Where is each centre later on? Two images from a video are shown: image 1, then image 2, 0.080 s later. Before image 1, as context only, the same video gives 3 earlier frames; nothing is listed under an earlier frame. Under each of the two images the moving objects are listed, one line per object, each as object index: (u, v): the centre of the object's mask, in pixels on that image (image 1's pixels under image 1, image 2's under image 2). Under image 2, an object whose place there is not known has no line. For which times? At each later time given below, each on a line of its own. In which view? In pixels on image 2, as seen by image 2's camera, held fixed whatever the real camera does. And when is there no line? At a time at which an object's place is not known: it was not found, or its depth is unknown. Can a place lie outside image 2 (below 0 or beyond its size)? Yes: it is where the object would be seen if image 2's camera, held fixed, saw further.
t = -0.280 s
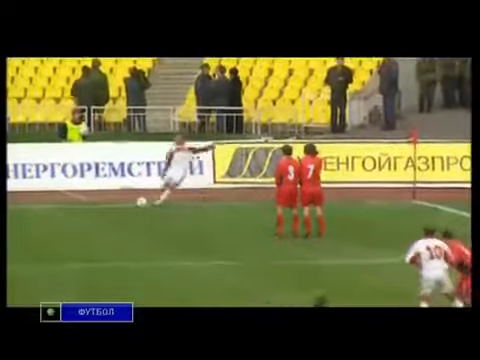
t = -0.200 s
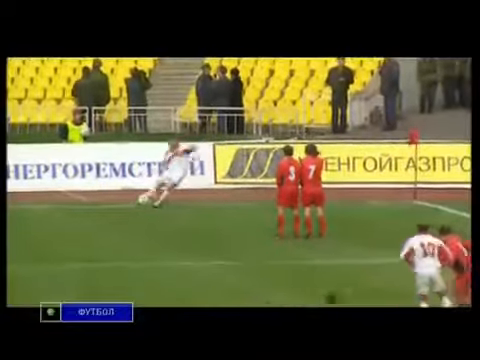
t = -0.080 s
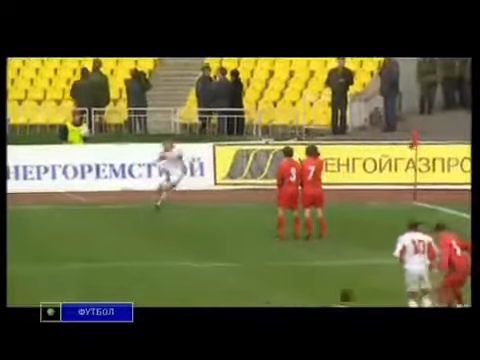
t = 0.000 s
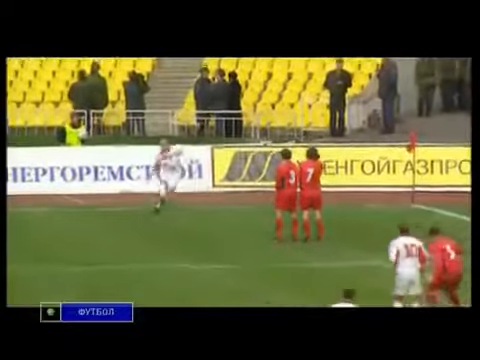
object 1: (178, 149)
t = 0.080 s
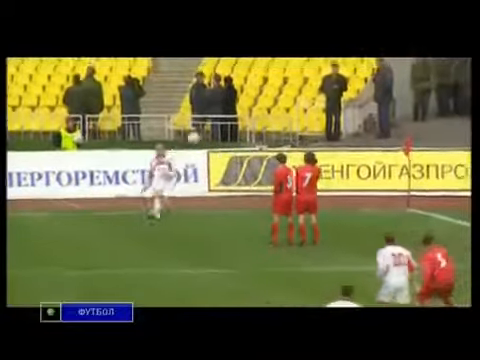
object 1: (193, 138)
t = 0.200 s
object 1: (229, 121)
